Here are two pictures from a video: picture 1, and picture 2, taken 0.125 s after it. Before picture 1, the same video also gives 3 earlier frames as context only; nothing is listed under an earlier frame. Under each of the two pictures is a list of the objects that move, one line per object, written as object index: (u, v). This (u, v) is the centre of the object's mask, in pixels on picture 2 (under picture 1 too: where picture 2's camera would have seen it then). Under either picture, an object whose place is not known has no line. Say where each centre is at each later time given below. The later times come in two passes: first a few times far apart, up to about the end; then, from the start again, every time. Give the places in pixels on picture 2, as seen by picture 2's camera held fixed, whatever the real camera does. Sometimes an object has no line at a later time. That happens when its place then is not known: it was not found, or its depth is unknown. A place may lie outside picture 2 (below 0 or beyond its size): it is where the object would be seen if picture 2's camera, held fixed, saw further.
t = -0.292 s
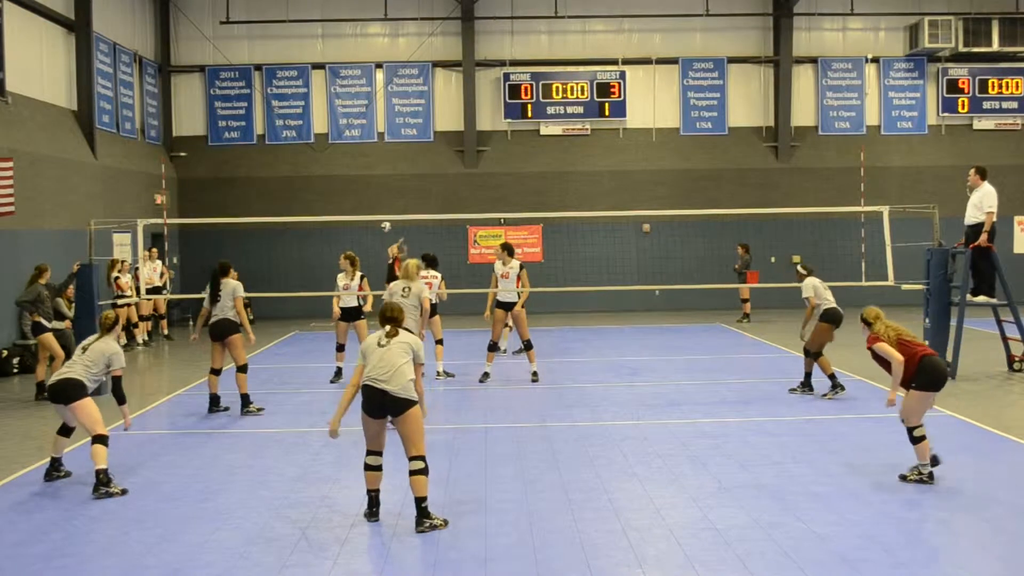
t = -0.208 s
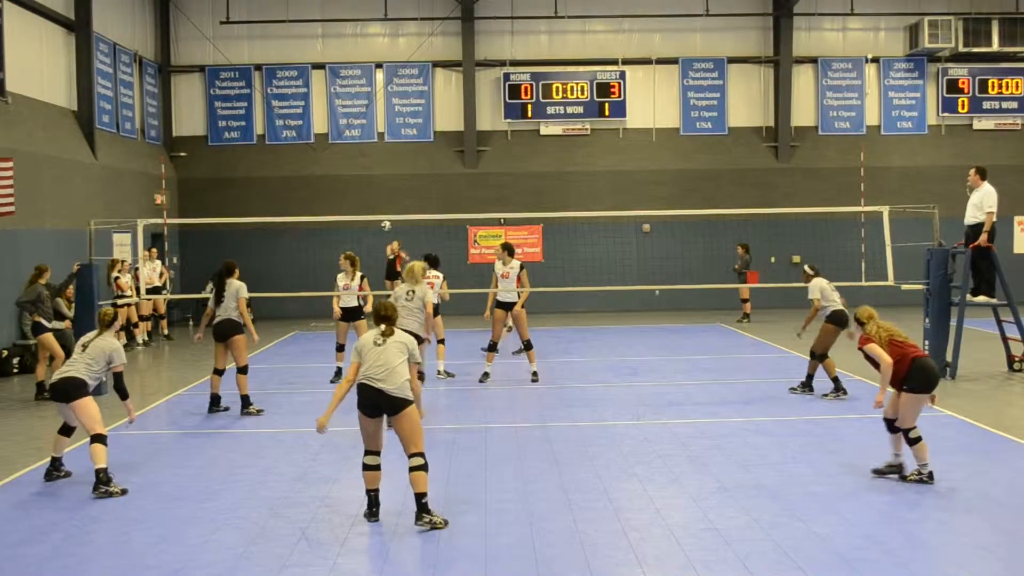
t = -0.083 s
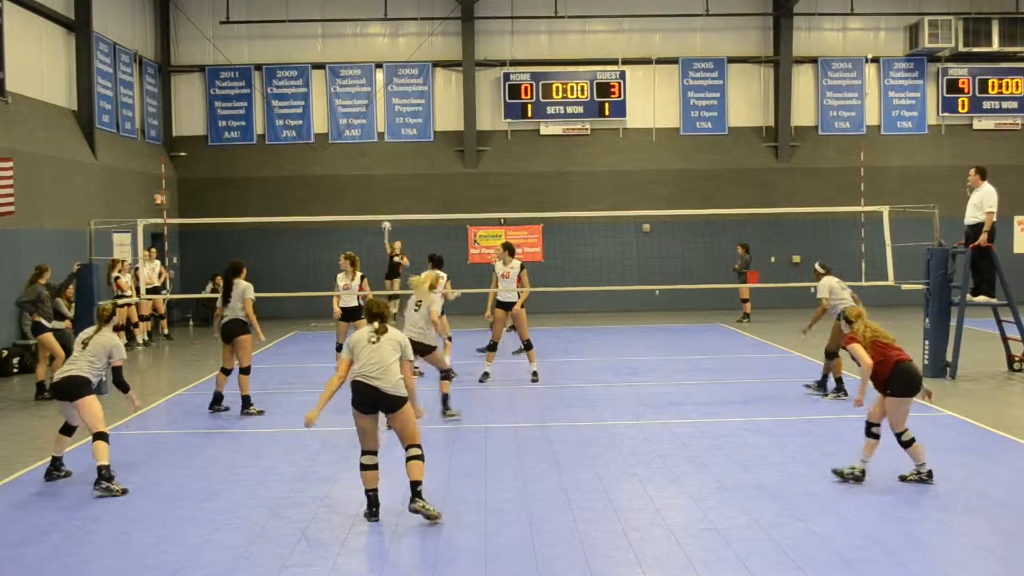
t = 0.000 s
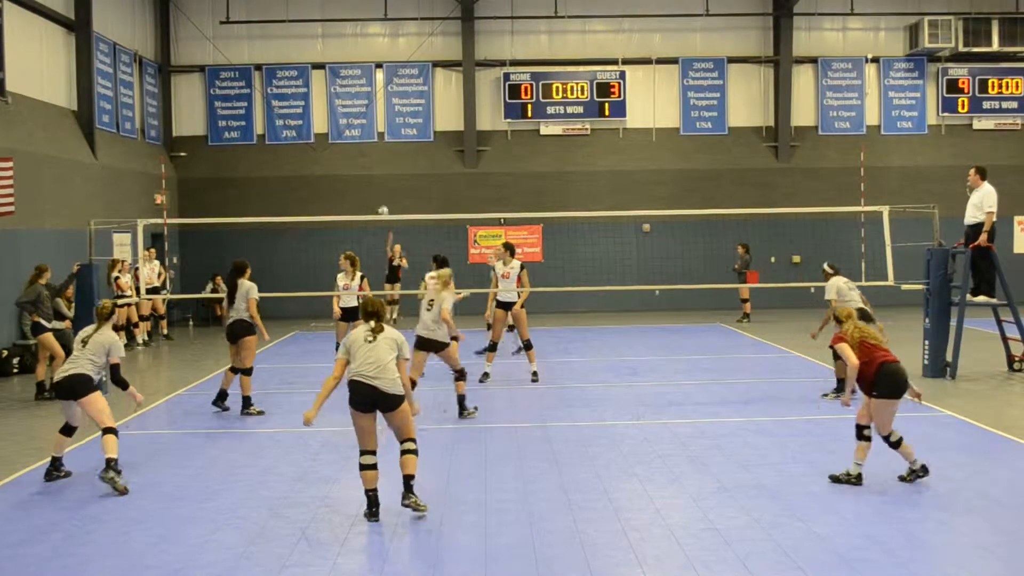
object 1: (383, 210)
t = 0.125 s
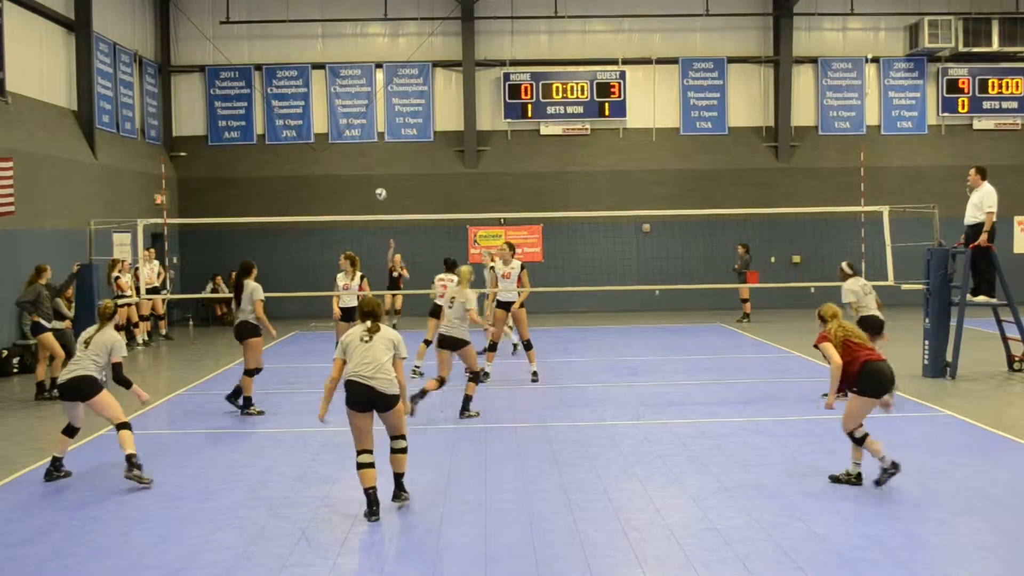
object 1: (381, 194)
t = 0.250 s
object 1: (381, 184)
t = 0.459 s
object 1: (385, 188)
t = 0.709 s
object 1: (392, 220)
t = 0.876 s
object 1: (395, 260)
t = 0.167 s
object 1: (381, 189)
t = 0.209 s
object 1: (381, 186)
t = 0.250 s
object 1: (381, 184)
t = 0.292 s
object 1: (381, 183)
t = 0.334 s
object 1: (382, 182)
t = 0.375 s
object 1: (382, 183)
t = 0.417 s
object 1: (383, 185)
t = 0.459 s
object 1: (385, 188)
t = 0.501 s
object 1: (386, 194)
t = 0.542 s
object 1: (387, 202)
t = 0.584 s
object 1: (389, 211)
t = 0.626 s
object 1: (389, 212)
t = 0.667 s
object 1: (391, 216)
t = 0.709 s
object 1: (392, 220)
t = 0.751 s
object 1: (393, 228)
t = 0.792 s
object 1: (394, 236)
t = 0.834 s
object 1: (394, 246)
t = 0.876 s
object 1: (395, 260)
